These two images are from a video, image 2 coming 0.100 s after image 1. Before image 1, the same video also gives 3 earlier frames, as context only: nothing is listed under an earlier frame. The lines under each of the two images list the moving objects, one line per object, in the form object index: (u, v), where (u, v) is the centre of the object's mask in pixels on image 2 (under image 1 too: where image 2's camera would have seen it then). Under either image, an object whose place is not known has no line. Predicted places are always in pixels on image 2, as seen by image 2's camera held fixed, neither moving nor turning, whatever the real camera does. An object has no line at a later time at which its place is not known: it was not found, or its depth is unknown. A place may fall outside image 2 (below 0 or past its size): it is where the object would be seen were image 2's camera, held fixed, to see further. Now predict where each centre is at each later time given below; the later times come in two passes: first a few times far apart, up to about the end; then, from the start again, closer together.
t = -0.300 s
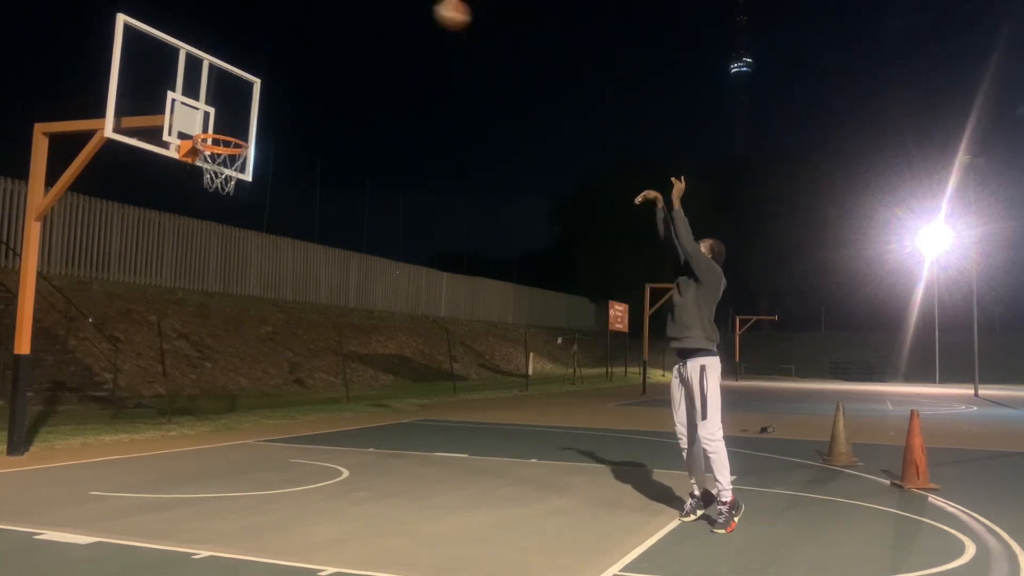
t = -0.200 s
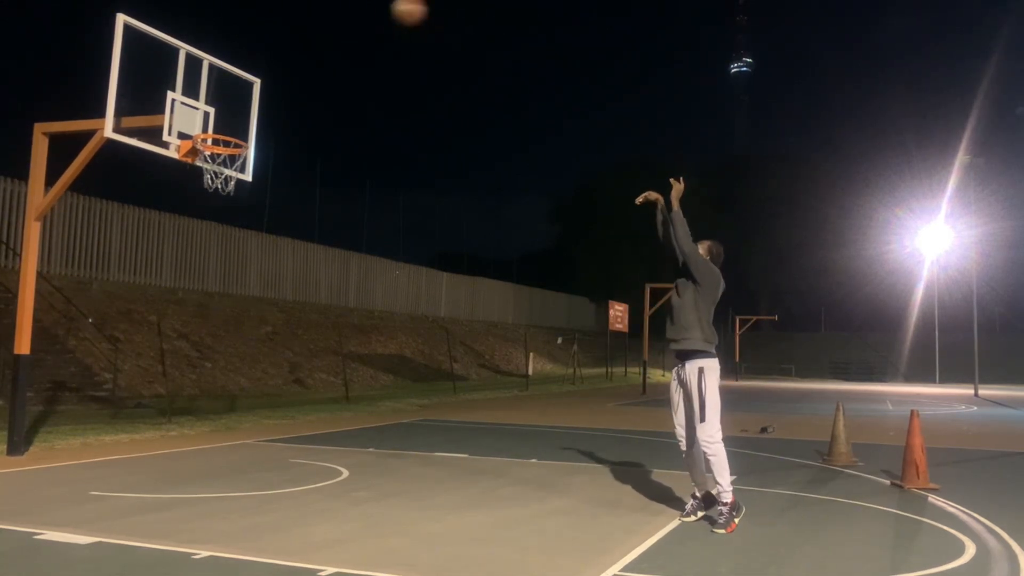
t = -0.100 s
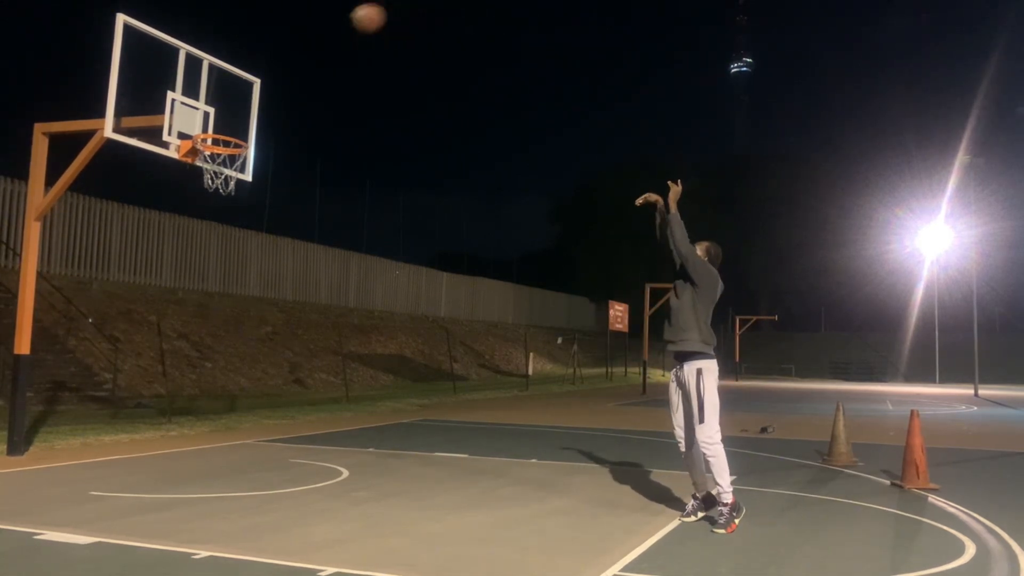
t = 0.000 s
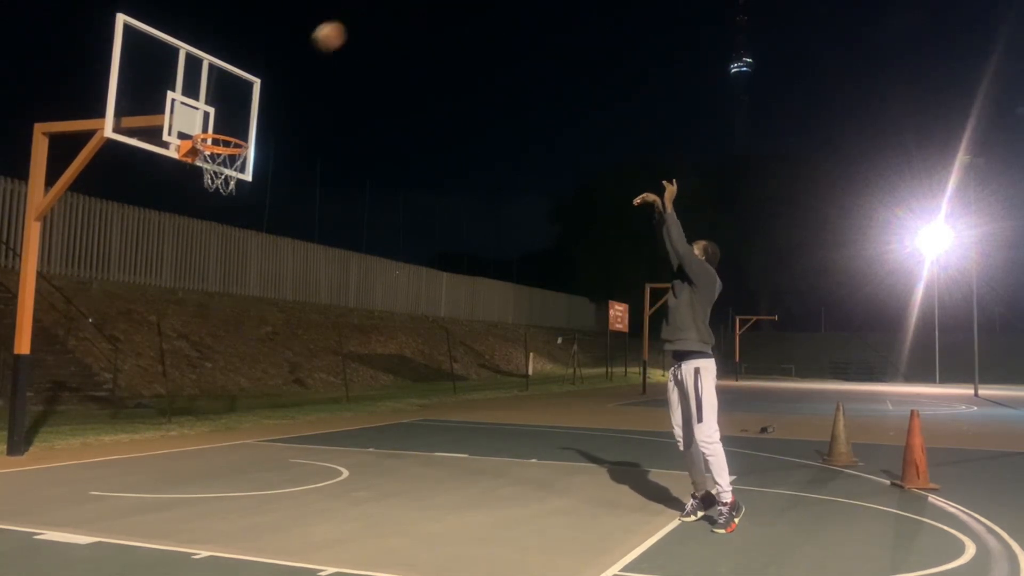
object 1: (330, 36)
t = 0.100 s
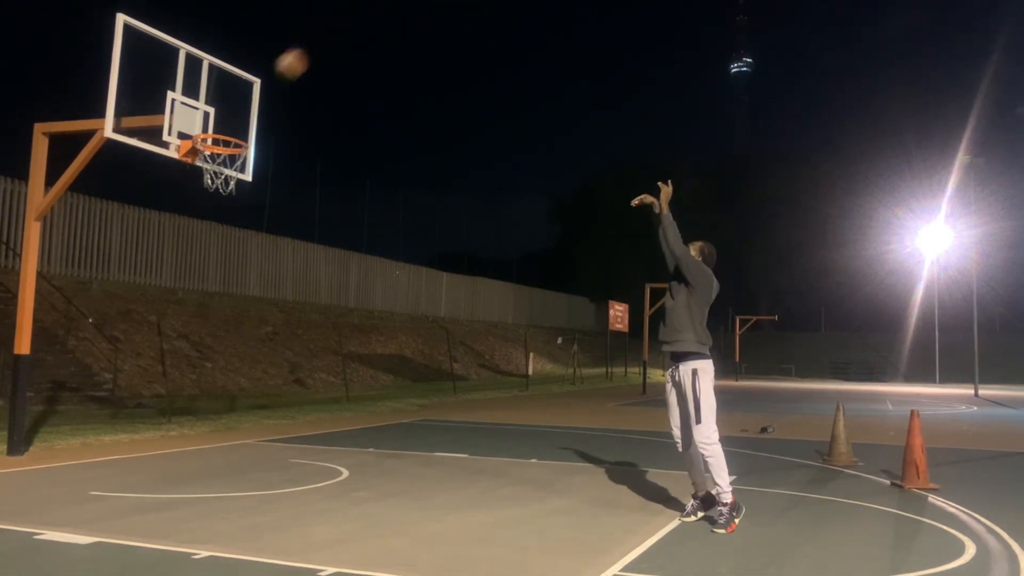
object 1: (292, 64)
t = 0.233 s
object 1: (242, 115)
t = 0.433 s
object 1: (205, 167)
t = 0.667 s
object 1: (200, 205)
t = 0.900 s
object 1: (193, 305)
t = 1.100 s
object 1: (182, 440)
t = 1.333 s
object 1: (192, 369)
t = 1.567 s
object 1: (202, 319)
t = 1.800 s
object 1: (209, 329)
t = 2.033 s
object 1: (212, 402)
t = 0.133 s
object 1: (280, 75)
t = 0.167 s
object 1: (270, 86)
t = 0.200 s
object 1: (256, 100)
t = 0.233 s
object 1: (242, 115)
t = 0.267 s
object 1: (234, 126)
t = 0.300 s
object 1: (220, 145)
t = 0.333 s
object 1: (212, 159)
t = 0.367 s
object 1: (209, 162)
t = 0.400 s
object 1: (205, 165)
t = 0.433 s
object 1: (205, 167)
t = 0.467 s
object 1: (203, 170)
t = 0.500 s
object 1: (203, 171)
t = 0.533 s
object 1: (203, 176)
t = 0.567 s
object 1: (202, 182)
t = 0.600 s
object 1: (202, 188)
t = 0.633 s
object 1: (201, 196)
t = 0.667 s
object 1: (200, 205)
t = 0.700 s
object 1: (199, 215)
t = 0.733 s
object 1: (199, 227)
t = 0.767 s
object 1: (198, 240)
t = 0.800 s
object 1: (197, 255)
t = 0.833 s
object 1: (195, 270)
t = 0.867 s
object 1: (193, 287)
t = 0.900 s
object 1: (193, 305)
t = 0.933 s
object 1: (191, 325)
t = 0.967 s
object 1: (189, 345)
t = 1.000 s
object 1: (188, 366)
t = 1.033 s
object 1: (185, 390)
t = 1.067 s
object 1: (183, 412)
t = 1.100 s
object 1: (182, 440)
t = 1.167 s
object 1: (182, 442)
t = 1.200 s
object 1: (184, 423)
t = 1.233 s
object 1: (186, 409)
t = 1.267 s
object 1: (188, 394)
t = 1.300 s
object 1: (190, 381)
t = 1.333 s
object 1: (192, 369)
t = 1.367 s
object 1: (194, 358)
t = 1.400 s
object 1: (195, 349)
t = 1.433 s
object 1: (197, 340)
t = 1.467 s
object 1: (198, 333)
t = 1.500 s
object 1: (199, 327)
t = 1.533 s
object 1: (201, 322)
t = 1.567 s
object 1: (202, 319)
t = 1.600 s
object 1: (203, 317)
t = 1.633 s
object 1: (205, 316)
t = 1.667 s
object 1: (205, 316)
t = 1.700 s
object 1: (206, 318)
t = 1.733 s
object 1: (207, 320)
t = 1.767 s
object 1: (208, 324)
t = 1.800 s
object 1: (209, 329)
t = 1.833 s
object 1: (210, 336)
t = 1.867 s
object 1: (210, 343)
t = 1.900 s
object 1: (211, 352)
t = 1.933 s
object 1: (211, 363)
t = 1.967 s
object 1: (211, 374)
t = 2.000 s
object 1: (212, 387)
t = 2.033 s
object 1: (212, 402)
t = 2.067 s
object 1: (212, 416)
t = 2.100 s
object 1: (212, 434)
